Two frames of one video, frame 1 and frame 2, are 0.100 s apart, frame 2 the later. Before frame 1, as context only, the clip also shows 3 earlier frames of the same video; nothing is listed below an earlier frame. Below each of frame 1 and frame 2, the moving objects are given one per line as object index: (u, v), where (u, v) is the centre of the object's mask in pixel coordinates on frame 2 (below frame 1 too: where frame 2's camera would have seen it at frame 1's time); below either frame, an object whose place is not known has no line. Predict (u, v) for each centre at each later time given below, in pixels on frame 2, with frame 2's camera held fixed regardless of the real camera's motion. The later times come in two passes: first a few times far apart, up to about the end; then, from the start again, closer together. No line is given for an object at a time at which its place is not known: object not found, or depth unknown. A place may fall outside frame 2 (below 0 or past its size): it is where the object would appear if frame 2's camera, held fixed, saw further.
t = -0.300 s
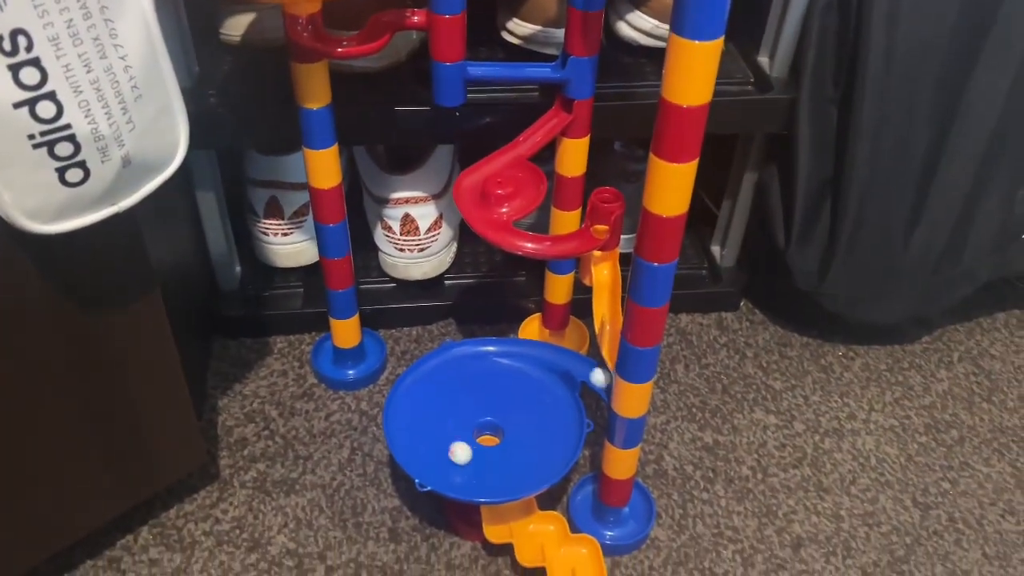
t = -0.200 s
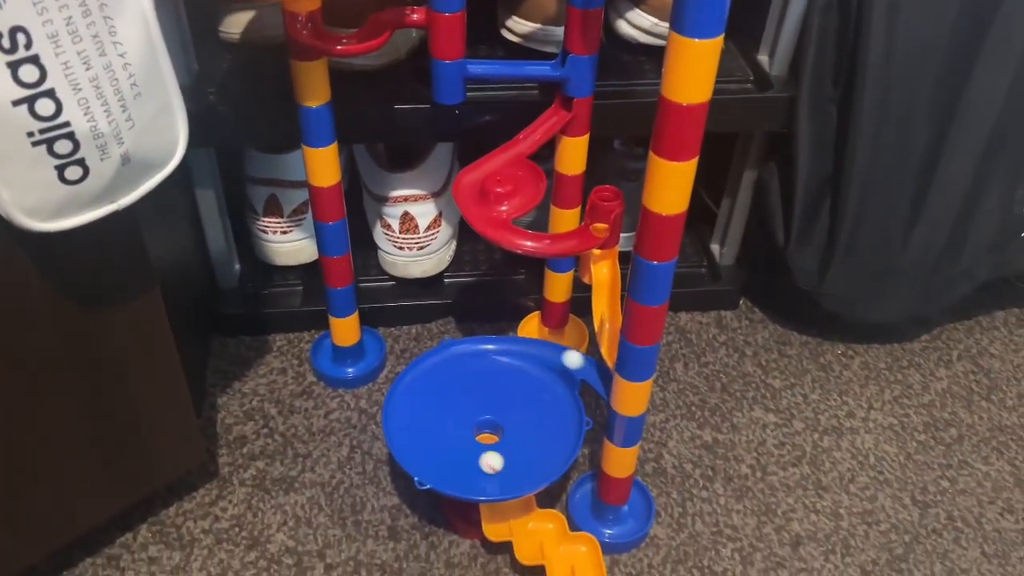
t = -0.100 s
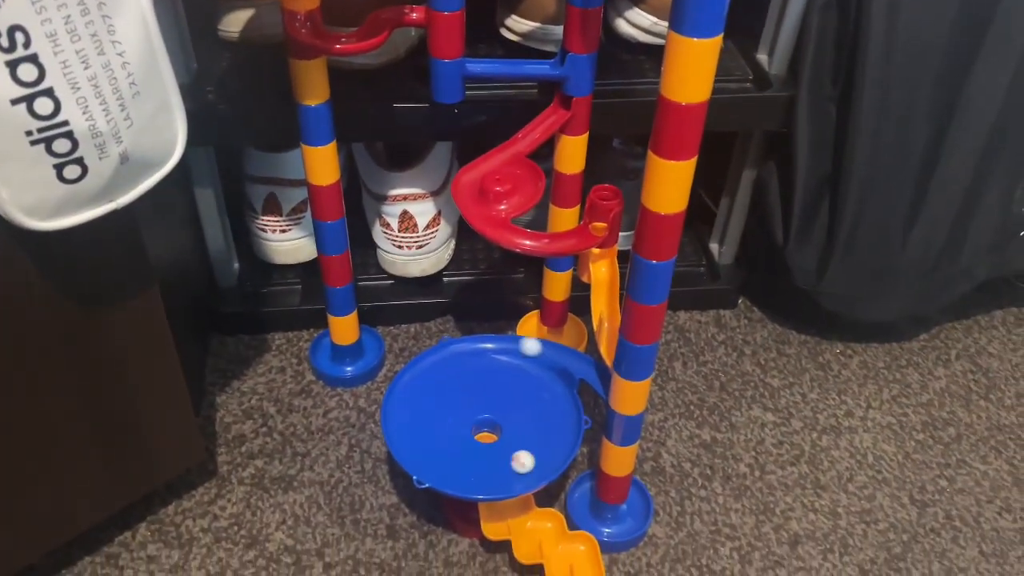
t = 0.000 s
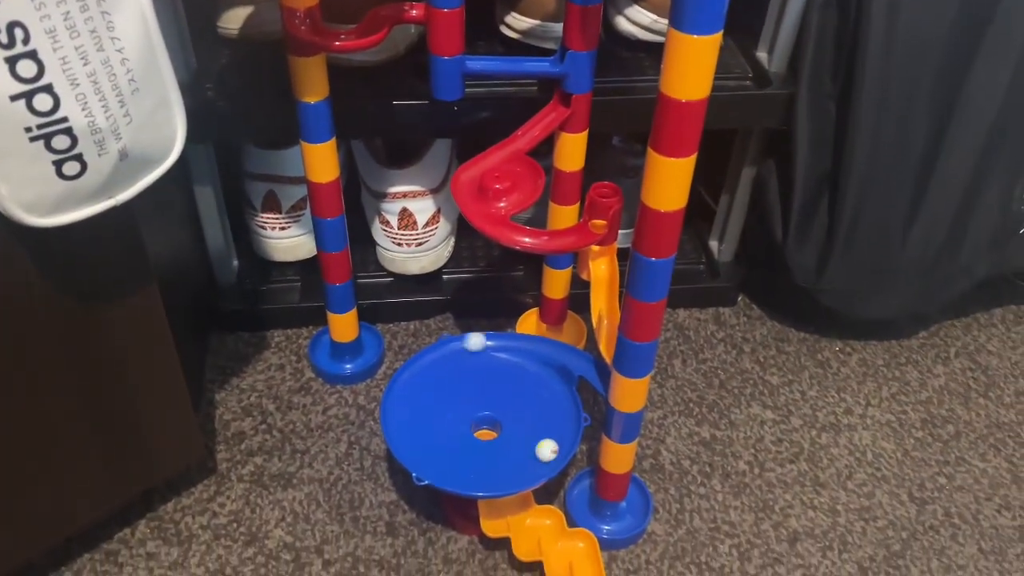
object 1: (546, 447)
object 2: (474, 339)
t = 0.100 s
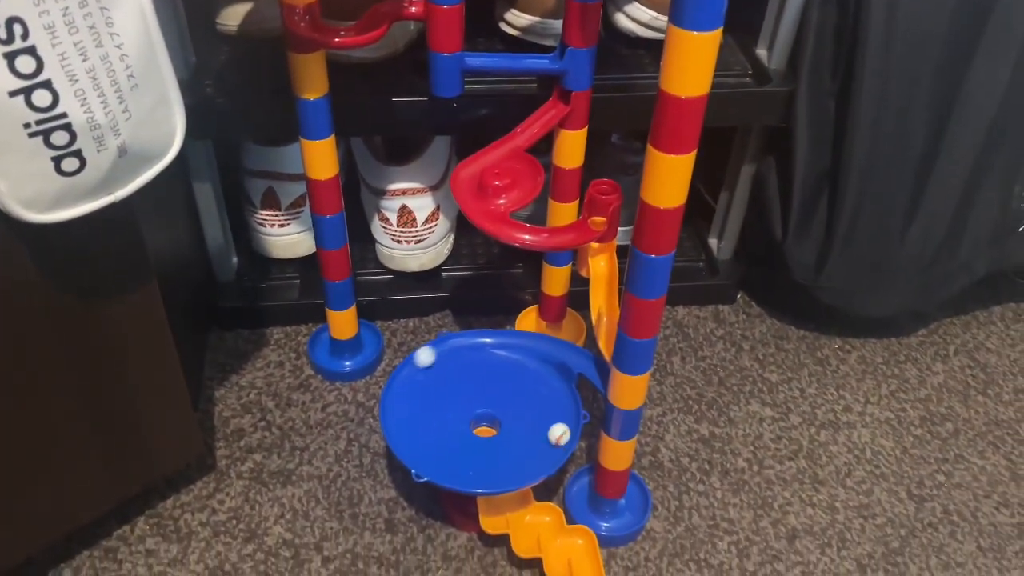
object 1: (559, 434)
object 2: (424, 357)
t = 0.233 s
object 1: (557, 415)
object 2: (394, 407)
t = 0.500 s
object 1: (494, 384)
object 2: (503, 477)
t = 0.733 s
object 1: (434, 397)
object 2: (565, 398)
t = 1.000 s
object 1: (455, 437)
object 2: (466, 351)
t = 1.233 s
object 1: (530, 433)
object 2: (396, 392)
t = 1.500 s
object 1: (550, 398)
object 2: (449, 468)
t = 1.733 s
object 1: (503, 390)
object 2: (550, 455)
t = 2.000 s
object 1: (442, 425)
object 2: (547, 375)
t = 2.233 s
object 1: (470, 449)
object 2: (469, 358)
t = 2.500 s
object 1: (527, 417)
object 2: (411, 412)
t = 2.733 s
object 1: (517, 382)
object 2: (447, 466)
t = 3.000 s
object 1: (469, 398)
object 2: (544, 453)
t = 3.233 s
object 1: (468, 443)
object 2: (561, 397)
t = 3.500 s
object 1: (513, 442)
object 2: (484, 365)
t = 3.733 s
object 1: (516, 401)
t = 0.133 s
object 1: (561, 429)
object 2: (413, 367)
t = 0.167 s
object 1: (561, 424)
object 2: (403, 379)
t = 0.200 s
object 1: (559, 419)
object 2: (396, 393)
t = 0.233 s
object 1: (557, 415)
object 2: (394, 407)
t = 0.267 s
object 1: (553, 410)
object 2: (396, 422)
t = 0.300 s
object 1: (548, 405)
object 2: (402, 437)
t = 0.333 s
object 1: (541, 400)
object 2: (411, 451)
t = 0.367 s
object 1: (534, 396)
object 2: (425, 462)
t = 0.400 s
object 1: (525, 392)
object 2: (443, 470)
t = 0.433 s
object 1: (515, 389)
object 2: (462, 477)
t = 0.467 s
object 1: (505, 386)
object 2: (483, 478)
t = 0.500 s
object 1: (494, 384)
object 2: (503, 477)
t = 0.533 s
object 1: (483, 383)
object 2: (523, 472)
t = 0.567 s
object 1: (472, 384)
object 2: (539, 464)
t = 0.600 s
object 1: (463, 385)
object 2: (552, 453)
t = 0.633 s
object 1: (454, 387)
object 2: (562, 439)
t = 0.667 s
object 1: (446, 389)
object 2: (567, 426)
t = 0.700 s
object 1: (439, 393)
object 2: (568, 411)
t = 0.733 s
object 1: (434, 397)
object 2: (565, 398)
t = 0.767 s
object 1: (431, 402)
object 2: (558, 385)
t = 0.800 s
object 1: (429, 407)
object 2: (550, 374)
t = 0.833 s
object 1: (429, 411)
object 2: (538, 365)
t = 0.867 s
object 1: (430, 417)
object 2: (524, 358)
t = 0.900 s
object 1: (434, 422)
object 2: (510, 354)
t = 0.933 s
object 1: (439, 427)
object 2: (496, 351)
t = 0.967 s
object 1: (446, 432)
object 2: (480, 350)
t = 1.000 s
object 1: (455, 437)
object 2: (466, 351)
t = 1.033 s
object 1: (465, 440)
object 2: (452, 353)
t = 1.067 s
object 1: (476, 442)
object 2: (439, 356)
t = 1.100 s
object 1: (489, 443)
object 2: (427, 361)
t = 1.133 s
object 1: (501, 441)
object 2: (416, 368)
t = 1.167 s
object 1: (512, 440)
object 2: (407, 375)
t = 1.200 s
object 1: (522, 436)
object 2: (401, 382)
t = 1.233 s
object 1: (530, 433)
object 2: (396, 392)
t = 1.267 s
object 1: (537, 428)
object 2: (395, 402)
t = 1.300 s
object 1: (543, 423)
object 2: (396, 413)
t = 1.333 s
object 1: (547, 418)
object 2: (399, 423)
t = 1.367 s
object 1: (550, 414)
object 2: (405, 434)
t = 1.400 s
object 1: (552, 410)
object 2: (413, 444)
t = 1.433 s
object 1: (552, 406)
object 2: (423, 453)
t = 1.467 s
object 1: (551, 402)
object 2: (435, 461)
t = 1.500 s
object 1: (550, 398)
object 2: (449, 468)
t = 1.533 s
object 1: (546, 395)
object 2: (465, 473)
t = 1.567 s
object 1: (542, 392)
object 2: (480, 476)
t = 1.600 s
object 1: (536, 390)
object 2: (496, 477)
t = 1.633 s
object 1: (529, 389)
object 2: (513, 475)
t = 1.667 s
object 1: (521, 389)
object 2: (527, 470)
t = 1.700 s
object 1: (512, 389)
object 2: (539, 464)
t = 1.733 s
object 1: (503, 390)
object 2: (550, 455)
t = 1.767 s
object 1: (492, 392)
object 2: (558, 446)
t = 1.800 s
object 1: (482, 395)
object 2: (564, 435)
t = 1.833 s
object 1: (471, 399)
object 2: (566, 424)
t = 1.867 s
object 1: (462, 404)
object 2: (566, 413)
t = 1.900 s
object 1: (454, 409)
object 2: (564, 403)
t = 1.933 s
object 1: (448, 414)
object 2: (560, 392)
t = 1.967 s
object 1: (445, 420)
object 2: (554, 383)
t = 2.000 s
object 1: (442, 425)
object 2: (547, 375)
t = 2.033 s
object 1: (442, 430)
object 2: (538, 368)
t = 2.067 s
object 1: (443, 435)
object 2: (527, 362)
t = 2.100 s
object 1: (446, 439)
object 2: (516, 358)
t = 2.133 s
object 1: (450, 443)
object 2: (504, 355)
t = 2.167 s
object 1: (456, 446)
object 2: (492, 354)
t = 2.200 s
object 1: (462, 448)
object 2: (480, 355)
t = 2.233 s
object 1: (470, 449)
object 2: (469, 358)
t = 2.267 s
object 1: (479, 449)
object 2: (457, 361)
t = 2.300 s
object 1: (487, 447)
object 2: (447, 366)
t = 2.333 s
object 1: (496, 445)
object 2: (438, 372)
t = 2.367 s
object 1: (505, 441)
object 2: (429, 379)
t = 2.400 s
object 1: (512, 436)
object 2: (422, 386)
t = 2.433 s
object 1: (518, 430)
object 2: (417, 394)
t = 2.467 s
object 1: (524, 424)
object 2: (413, 403)
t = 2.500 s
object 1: (527, 417)
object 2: (411, 412)
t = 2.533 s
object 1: (529, 411)
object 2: (410, 420)
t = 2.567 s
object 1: (530, 404)
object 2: (412, 430)
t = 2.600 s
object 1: (530, 398)
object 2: (415, 438)
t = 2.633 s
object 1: (528, 393)
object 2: (420, 447)
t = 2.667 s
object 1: (526, 388)
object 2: (427, 454)
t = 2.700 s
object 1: (522, 385)
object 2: (436, 460)
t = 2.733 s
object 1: (517, 382)
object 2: (447, 466)
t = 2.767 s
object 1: (512, 380)
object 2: (459, 469)
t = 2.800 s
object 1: (507, 379)
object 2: (471, 472)
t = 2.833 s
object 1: (501, 379)
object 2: (484, 473)
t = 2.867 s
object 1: (495, 381)
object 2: (498, 471)
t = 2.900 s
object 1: (488, 383)
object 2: (511, 469)
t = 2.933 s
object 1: (481, 387)
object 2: (523, 464)
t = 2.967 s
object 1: (475, 391)
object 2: (534, 459)
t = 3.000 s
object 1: (469, 398)
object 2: (544, 453)
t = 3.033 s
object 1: (464, 404)
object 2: (553, 445)
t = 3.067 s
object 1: (461, 411)
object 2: (560, 437)
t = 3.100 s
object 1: (459, 419)
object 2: (565, 429)
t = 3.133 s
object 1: (459, 426)
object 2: (567, 420)
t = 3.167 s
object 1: (460, 433)
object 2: (568, 412)
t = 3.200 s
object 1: (464, 439)
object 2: (565, 404)
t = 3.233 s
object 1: (468, 443)
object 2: (561, 397)
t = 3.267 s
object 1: (473, 447)
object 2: (555, 390)
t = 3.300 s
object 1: (478, 450)
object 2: (547, 383)
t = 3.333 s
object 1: (484, 451)
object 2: (539, 378)
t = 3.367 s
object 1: (490, 452)
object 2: (529, 374)
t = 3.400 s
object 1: (497, 451)
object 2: (518, 370)
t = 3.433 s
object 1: (503, 449)
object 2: (507, 367)
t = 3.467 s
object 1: (508, 446)
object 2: (496, 365)
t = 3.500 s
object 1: (513, 442)
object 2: (484, 365)
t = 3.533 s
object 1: (517, 437)
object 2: (473, 366)
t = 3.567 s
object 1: (520, 432)
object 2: (462, 368)
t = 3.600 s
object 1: (522, 426)
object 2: (452, 371)
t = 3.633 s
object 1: (522, 420)
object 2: (443, 375)
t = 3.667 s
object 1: (522, 414)
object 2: (435, 380)
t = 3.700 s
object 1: (520, 407)
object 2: (428, 386)
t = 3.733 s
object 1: (516, 401)
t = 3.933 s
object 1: (481, 383)
